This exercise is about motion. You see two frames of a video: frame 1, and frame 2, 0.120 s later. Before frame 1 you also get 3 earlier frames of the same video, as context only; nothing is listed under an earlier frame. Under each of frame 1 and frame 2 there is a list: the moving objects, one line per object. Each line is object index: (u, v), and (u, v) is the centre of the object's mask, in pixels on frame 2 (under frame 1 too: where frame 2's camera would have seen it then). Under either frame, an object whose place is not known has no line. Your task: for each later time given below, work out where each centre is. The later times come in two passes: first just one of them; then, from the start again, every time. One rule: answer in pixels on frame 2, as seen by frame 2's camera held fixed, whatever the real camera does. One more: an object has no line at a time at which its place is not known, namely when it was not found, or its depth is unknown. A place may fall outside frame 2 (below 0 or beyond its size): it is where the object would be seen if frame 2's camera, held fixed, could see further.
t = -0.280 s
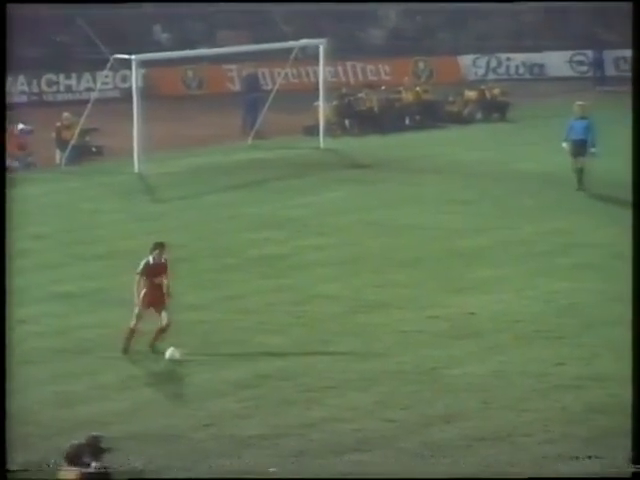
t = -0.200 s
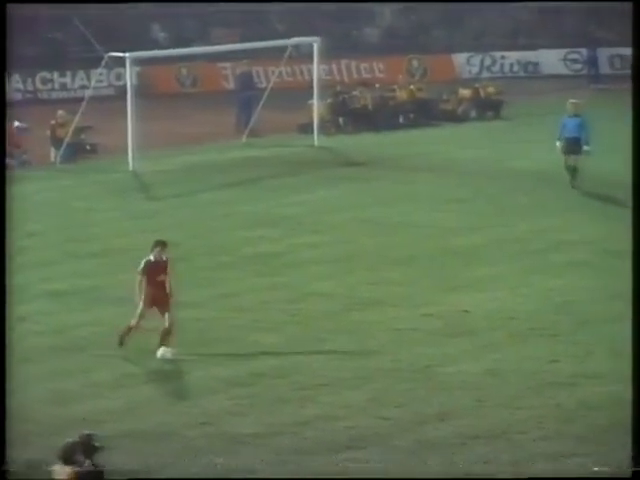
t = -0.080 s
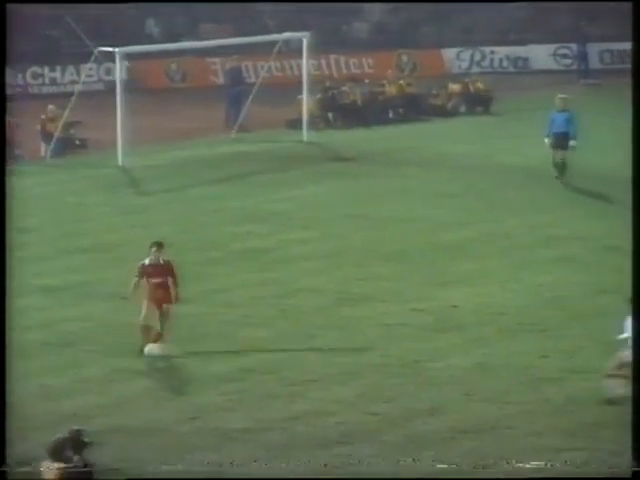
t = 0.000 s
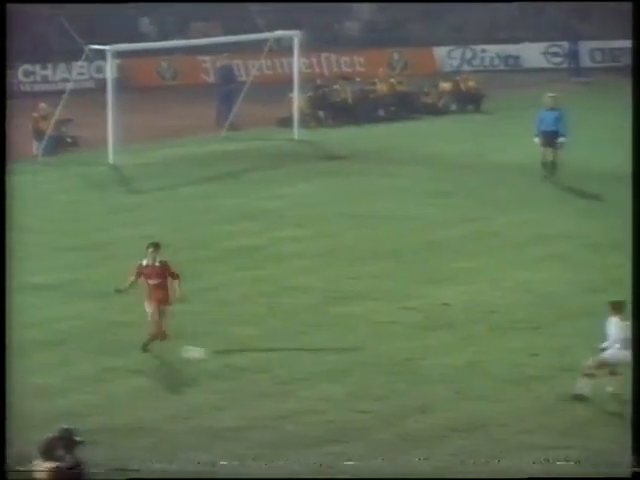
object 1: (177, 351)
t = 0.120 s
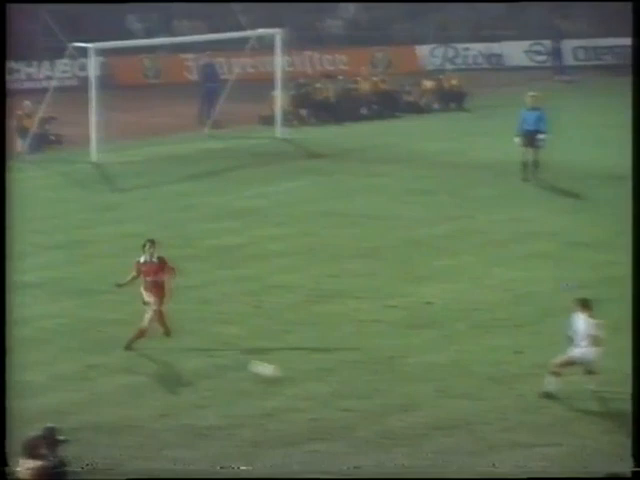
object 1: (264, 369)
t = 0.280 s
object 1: (377, 389)
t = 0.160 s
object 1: (294, 378)
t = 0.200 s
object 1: (323, 383)
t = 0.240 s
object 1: (350, 385)
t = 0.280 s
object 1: (377, 389)
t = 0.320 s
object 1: (405, 396)
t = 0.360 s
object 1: (434, 405)
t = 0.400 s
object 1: (462, 410)
